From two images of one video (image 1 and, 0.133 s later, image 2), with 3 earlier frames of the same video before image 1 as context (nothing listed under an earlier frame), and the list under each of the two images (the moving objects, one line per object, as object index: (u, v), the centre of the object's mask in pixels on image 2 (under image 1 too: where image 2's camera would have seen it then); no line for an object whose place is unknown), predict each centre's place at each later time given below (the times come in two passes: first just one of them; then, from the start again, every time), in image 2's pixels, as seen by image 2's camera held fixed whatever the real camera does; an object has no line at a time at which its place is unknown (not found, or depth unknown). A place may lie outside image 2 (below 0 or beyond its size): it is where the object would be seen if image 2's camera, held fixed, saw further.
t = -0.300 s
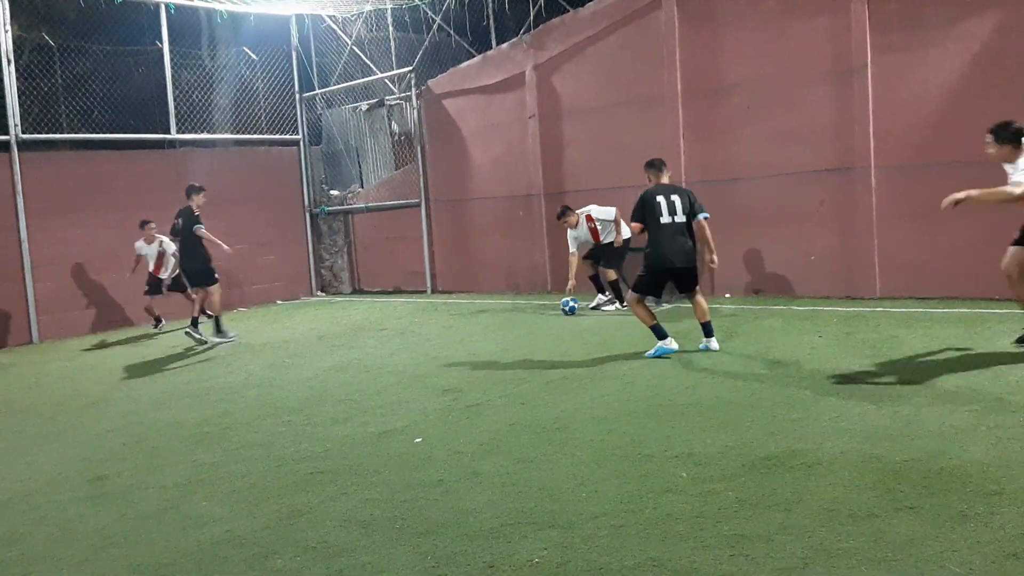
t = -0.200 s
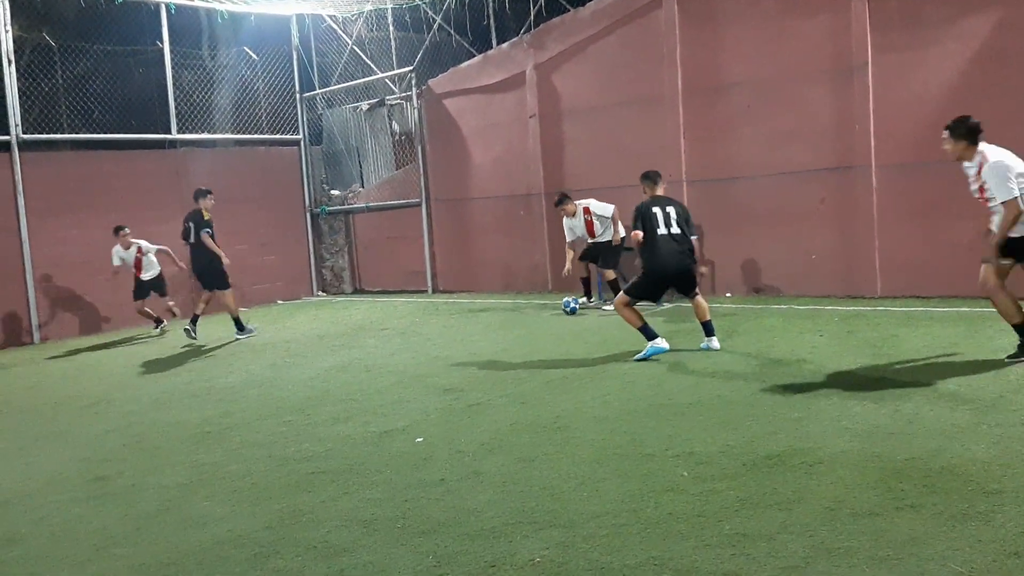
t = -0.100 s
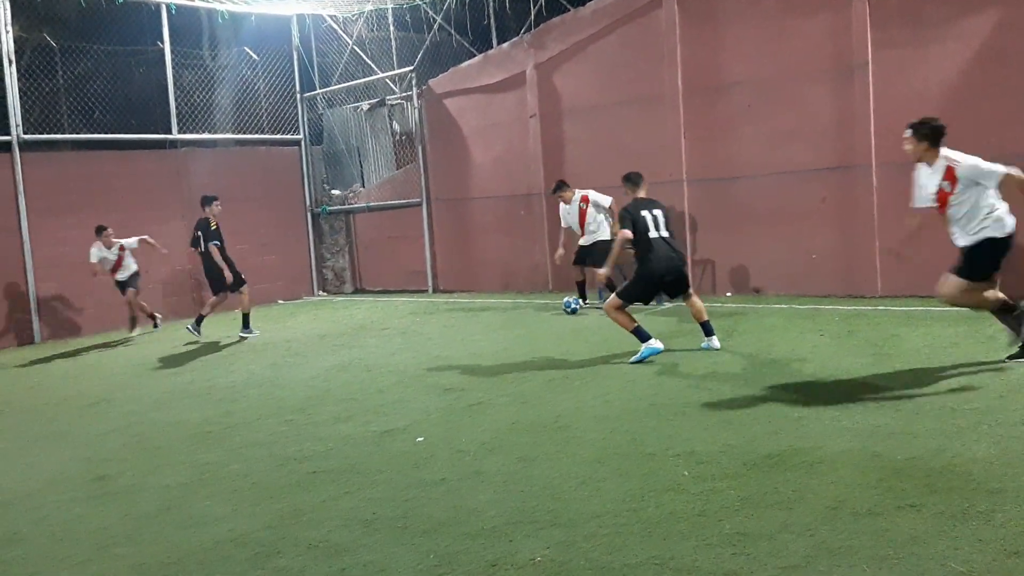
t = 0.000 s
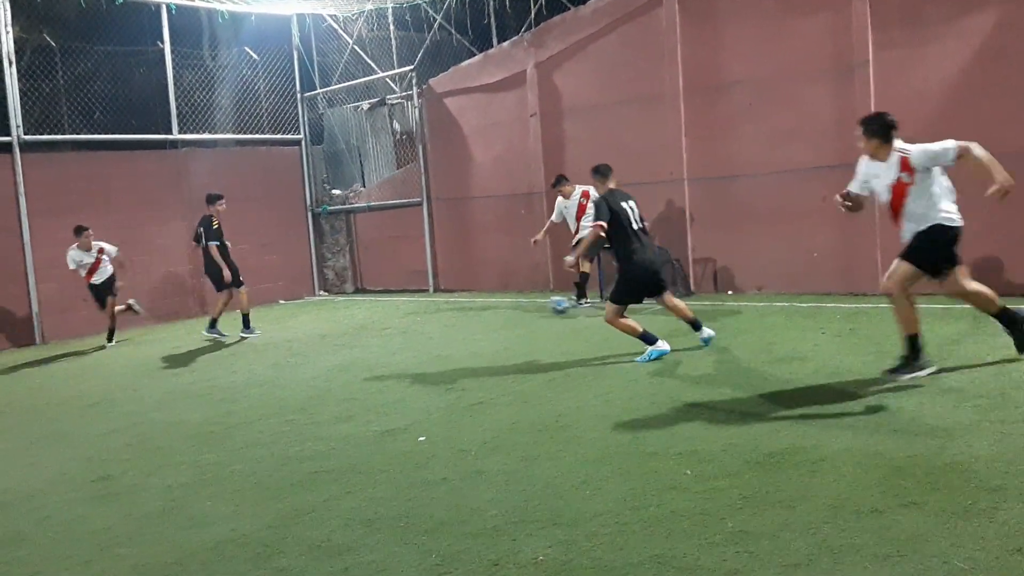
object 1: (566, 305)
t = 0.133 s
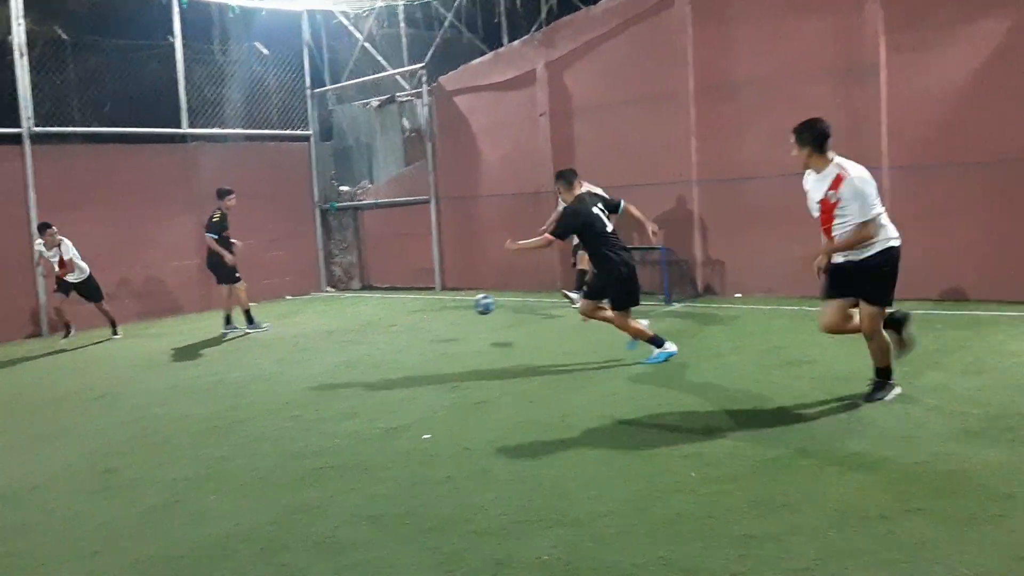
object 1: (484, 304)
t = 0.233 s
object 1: (411, 317)
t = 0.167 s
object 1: (461, 307)
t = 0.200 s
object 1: (437, 311)
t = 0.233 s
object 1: (411, 317)
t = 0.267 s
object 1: (384, 324)
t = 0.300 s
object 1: (356, 334)
